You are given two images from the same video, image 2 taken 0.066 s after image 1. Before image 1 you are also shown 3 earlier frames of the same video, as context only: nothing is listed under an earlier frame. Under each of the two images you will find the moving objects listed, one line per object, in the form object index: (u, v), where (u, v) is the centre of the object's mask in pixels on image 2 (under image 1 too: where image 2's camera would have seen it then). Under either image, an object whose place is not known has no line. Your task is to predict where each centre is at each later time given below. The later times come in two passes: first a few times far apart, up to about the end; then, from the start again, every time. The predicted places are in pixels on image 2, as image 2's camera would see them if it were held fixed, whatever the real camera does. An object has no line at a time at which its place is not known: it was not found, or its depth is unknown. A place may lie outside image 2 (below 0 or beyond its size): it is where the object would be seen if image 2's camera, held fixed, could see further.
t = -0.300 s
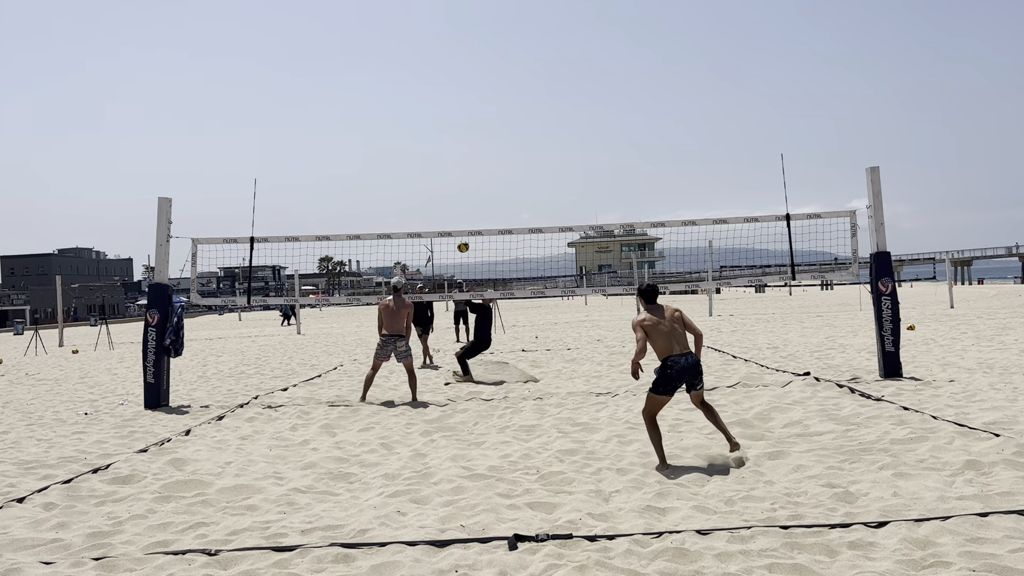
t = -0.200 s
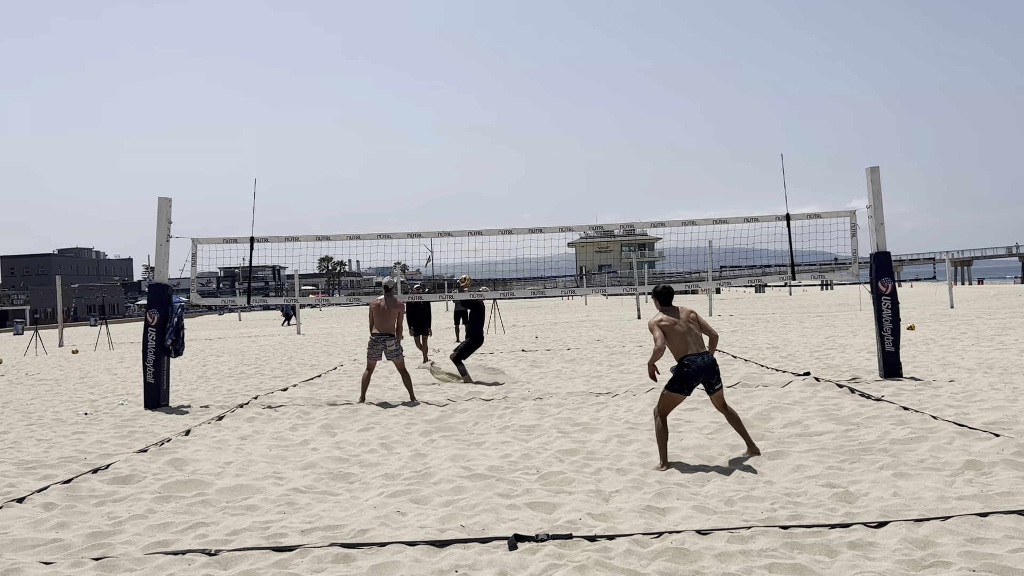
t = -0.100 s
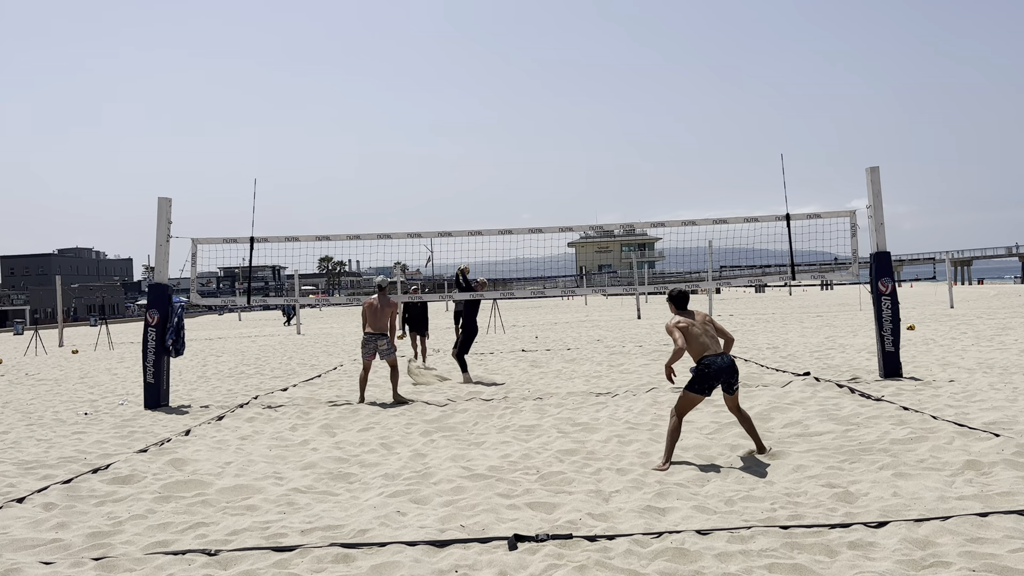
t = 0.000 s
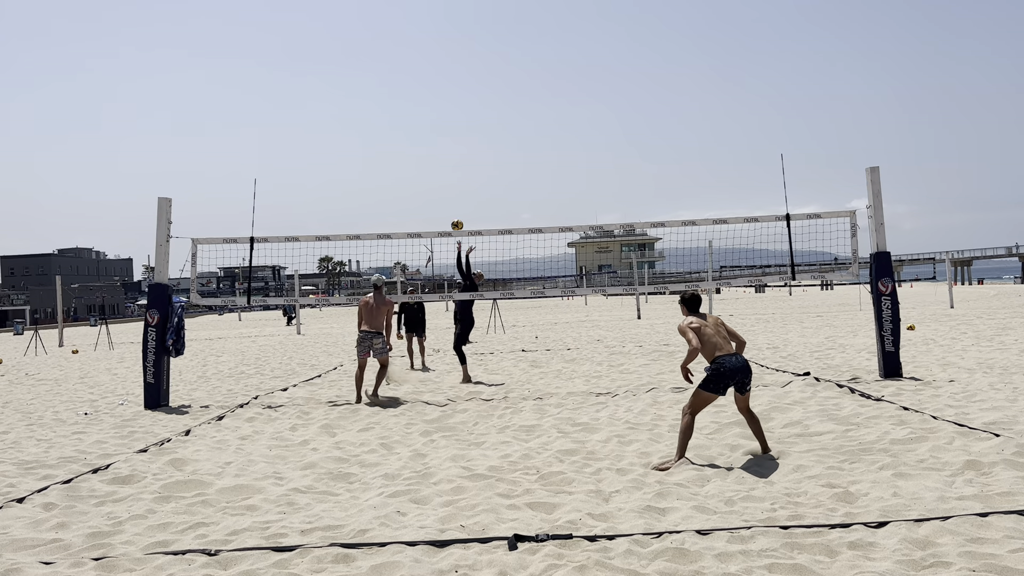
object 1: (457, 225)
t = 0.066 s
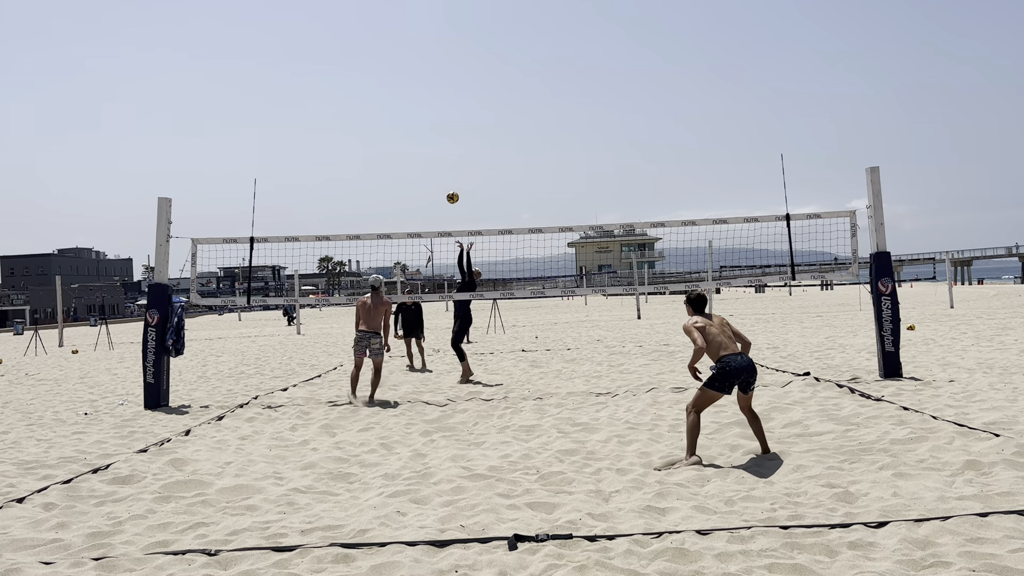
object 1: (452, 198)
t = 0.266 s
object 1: (440, 130)
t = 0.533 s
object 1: (423, 76)
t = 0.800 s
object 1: (407, 64)
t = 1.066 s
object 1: (392, 94)
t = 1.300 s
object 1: (379, 154)
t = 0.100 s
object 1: (450, 185)
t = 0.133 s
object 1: (448, 172)
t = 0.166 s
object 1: (446, 161)
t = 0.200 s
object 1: (444, 150)
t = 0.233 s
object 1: (442, 140)
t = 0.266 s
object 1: (440, 130)
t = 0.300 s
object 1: (437, 121)
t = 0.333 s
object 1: (435, 113)
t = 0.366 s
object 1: (433, 105)
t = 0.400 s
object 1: (431, 98)
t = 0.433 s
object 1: (429, 92)
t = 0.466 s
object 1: (427, 86)
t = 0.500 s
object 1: (425, 81)
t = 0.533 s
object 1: (423, 76)
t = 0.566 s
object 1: (421, 73)
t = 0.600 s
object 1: (419, 69)
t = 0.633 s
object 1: (417, 67)
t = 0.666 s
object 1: (415, 65)
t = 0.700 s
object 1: (413, 64)
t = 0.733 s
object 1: (411, 63)
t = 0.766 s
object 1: (409, 63)
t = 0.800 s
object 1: (407, 64)
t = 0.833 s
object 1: (405, 66)
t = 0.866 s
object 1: (403, 68)
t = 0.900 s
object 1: (401, 71)
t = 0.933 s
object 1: (400, 74)
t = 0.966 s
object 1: (398, 78)
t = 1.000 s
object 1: (396, 83)
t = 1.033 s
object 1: (394, 88)
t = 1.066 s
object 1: (392, 94)
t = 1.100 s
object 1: (390, 101)
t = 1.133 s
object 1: (389, 108)
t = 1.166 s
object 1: (387, 116)
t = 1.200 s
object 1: (385, 125)
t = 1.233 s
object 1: (383, 134)
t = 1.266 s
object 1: (381, 144)
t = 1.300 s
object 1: (379, 154)
